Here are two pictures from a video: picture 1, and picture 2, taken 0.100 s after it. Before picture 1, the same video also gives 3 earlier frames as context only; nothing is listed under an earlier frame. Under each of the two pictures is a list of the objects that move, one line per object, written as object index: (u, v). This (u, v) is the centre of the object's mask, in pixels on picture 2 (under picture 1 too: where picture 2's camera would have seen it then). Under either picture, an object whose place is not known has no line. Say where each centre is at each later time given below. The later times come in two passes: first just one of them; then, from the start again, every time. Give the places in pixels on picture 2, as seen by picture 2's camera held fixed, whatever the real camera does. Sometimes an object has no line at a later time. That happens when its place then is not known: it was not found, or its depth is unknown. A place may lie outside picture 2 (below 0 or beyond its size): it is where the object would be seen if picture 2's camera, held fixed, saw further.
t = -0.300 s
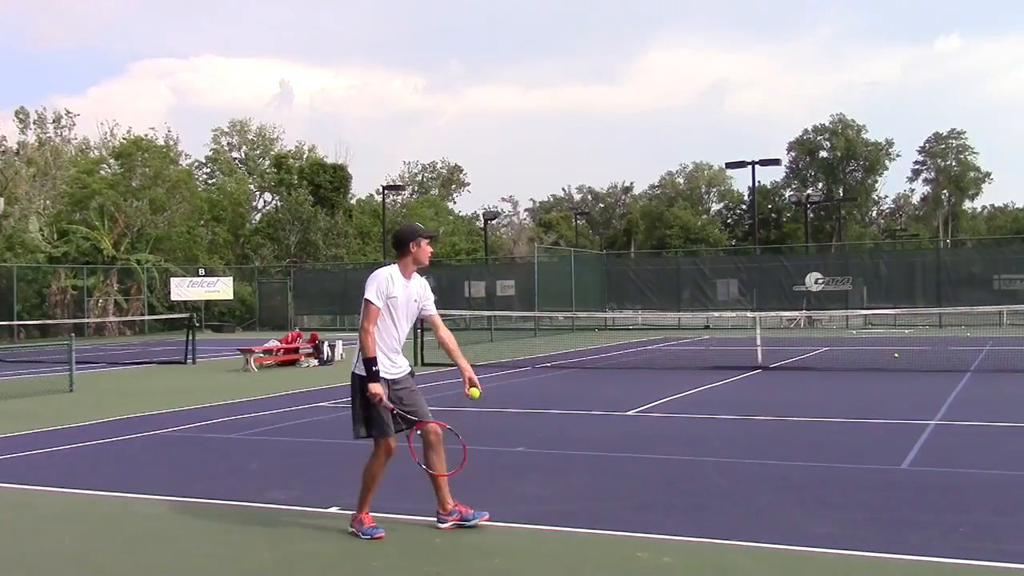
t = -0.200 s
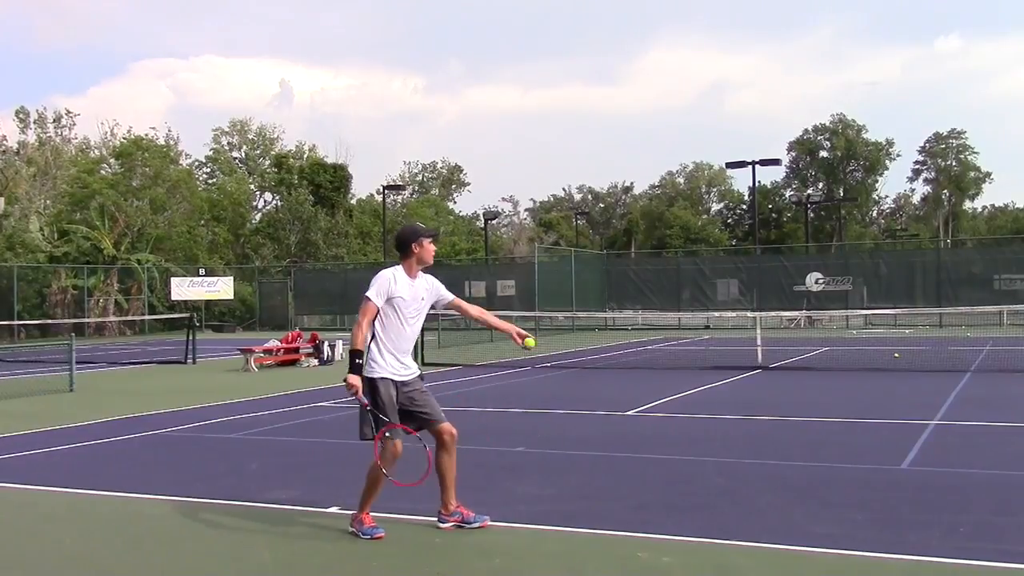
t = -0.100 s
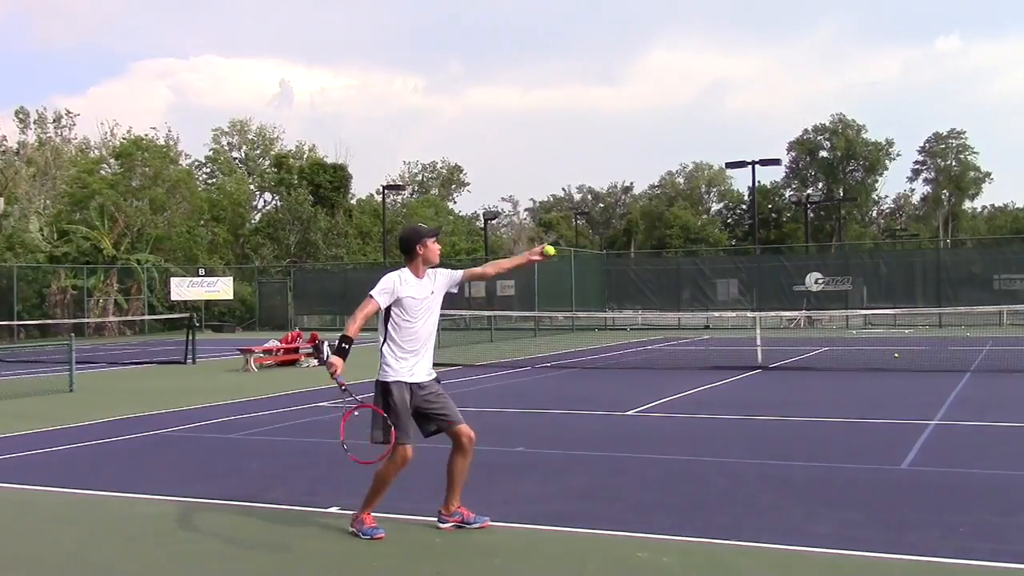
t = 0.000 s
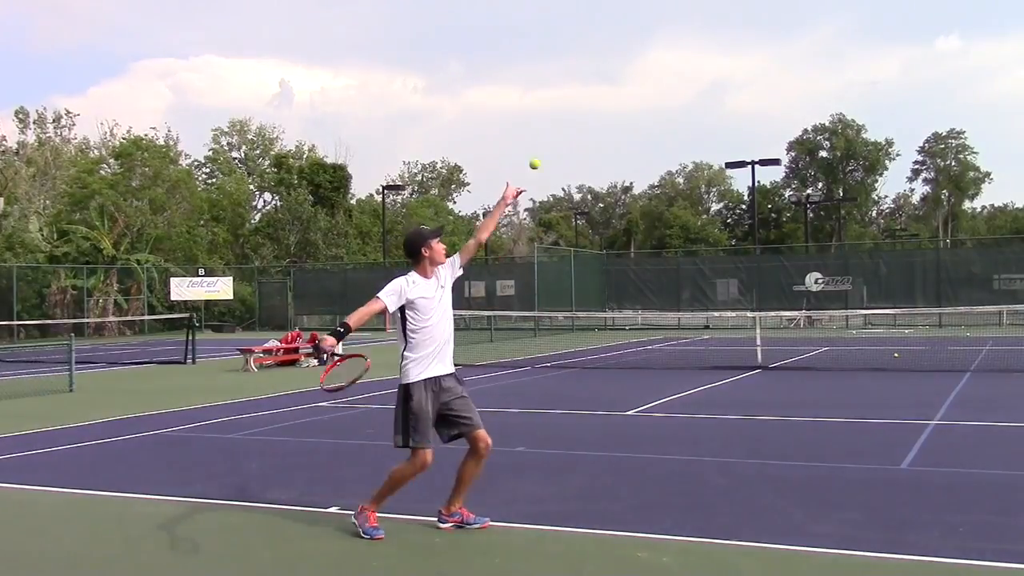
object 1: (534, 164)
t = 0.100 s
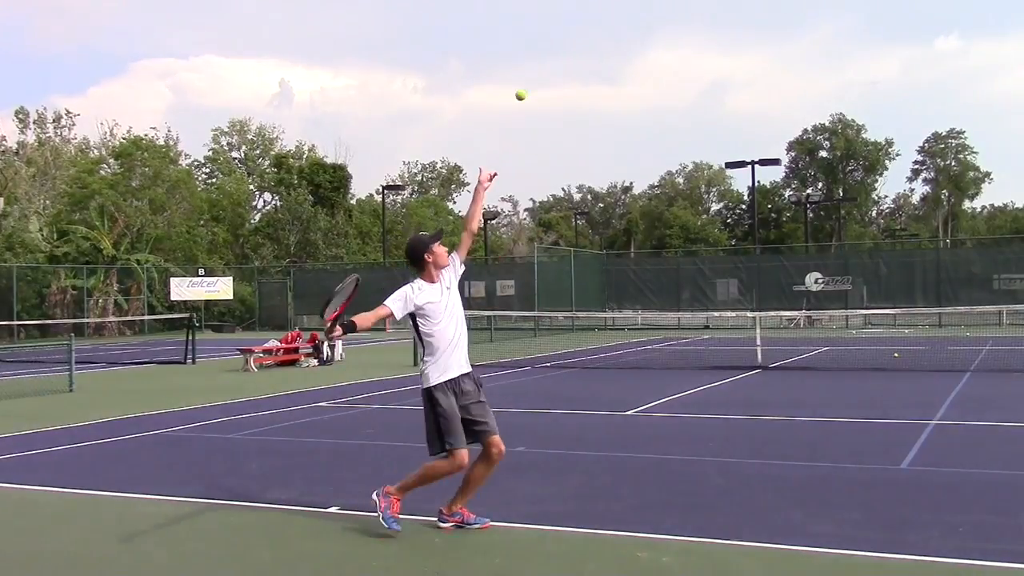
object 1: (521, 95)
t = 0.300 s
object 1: (493, 9)
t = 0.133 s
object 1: (516, 76)
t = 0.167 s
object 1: (512, 59)
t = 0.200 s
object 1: (507, 44)
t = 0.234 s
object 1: (502, 31)
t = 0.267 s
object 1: (498, 19)
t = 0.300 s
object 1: (493, 9)
